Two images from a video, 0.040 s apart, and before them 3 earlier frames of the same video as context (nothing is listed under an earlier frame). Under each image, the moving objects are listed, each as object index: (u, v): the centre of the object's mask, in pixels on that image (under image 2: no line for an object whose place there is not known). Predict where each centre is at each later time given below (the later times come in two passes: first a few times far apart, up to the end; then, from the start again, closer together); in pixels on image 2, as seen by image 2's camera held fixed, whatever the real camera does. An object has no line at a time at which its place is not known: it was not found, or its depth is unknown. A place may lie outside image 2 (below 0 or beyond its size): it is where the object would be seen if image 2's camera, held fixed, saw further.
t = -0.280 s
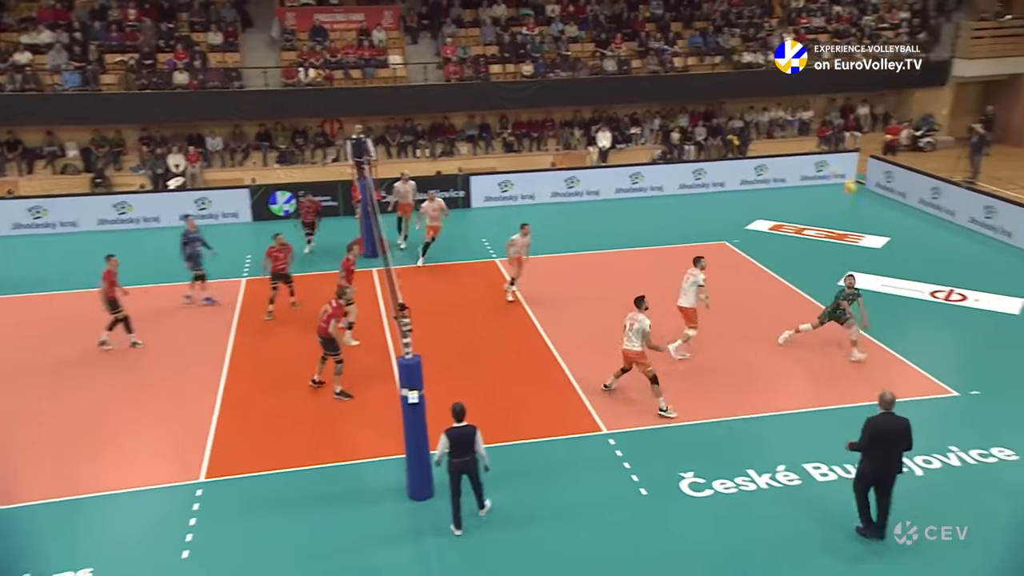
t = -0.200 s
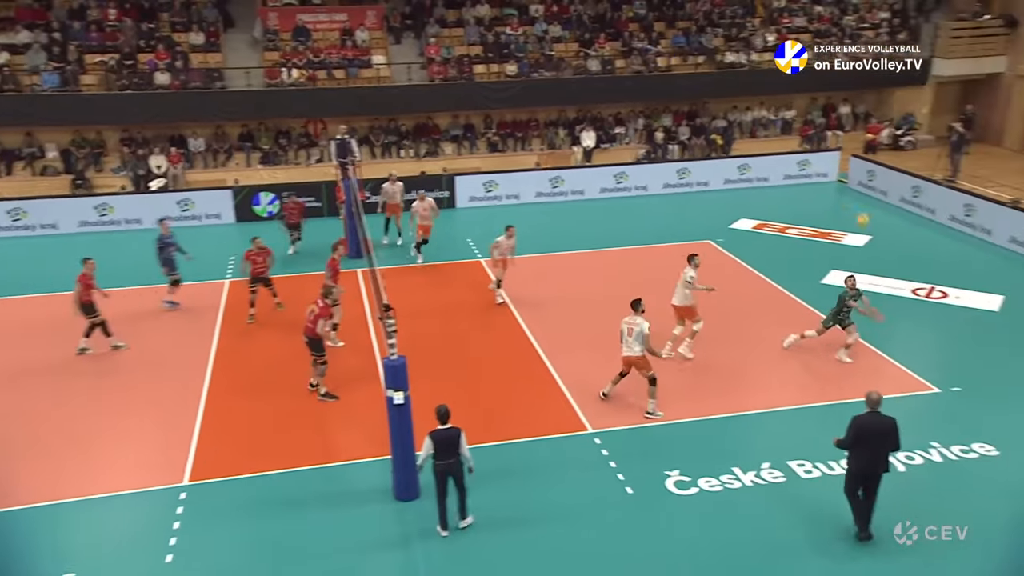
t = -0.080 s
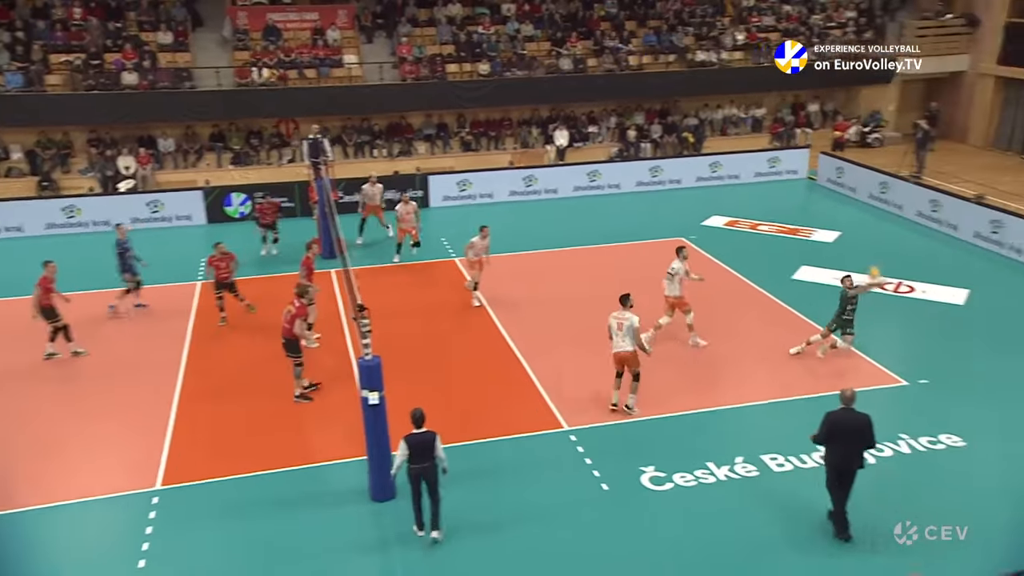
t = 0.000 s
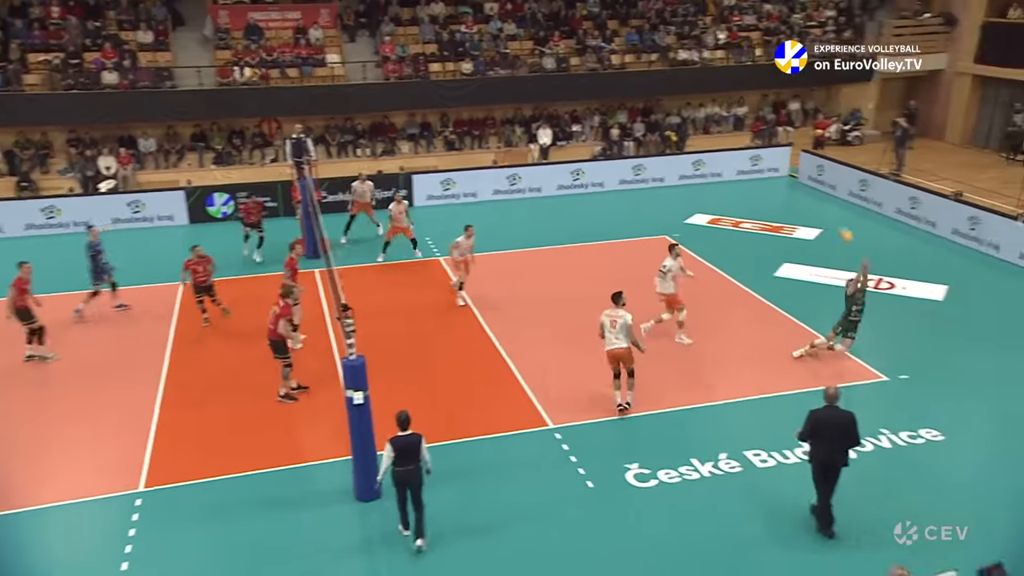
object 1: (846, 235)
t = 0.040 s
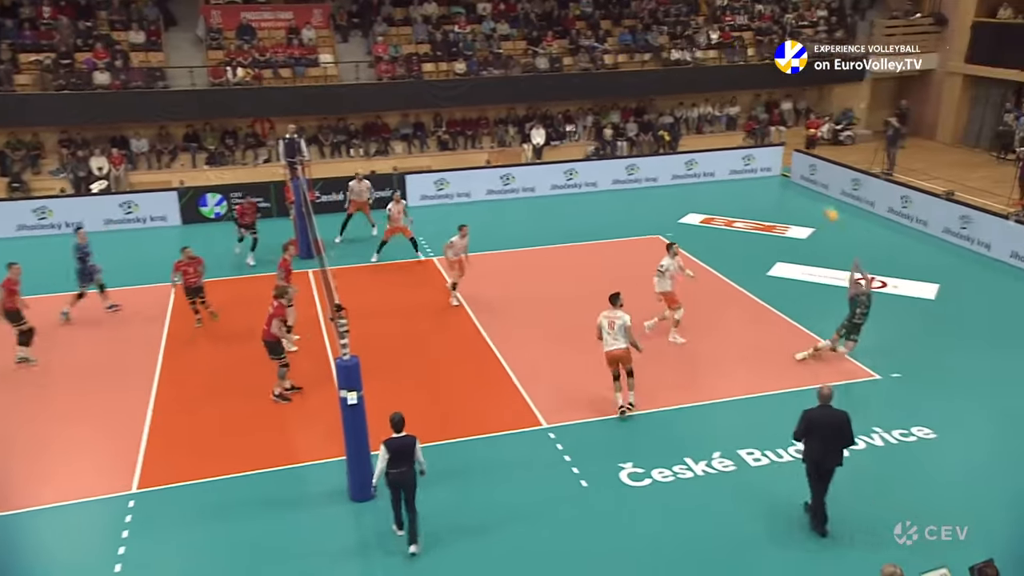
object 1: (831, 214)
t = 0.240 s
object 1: (795, 125)
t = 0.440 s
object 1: (755, 60)
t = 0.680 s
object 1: (703, 13)
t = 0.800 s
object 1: (677, 4)
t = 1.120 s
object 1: (607, 27)
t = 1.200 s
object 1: (590, 43)
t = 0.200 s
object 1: (804, 142)
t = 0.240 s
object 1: (795, 125)
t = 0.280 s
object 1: (787, 110)
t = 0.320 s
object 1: (779, 95)
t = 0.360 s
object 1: (771, 83)
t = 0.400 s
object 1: (763, 71)
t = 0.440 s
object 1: (755, 60)
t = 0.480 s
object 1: (746, 49)
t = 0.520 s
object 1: (738, 40)
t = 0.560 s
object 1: (730, 32)
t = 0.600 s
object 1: (721, 24)
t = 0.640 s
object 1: (713, 18)
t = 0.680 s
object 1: (703, 13)
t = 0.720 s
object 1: (695, 9)
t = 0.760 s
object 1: (686, 6)
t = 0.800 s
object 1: (677, 4)
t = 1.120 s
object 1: (607, 27)
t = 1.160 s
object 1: (599, 35)
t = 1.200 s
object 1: (590, 43)
